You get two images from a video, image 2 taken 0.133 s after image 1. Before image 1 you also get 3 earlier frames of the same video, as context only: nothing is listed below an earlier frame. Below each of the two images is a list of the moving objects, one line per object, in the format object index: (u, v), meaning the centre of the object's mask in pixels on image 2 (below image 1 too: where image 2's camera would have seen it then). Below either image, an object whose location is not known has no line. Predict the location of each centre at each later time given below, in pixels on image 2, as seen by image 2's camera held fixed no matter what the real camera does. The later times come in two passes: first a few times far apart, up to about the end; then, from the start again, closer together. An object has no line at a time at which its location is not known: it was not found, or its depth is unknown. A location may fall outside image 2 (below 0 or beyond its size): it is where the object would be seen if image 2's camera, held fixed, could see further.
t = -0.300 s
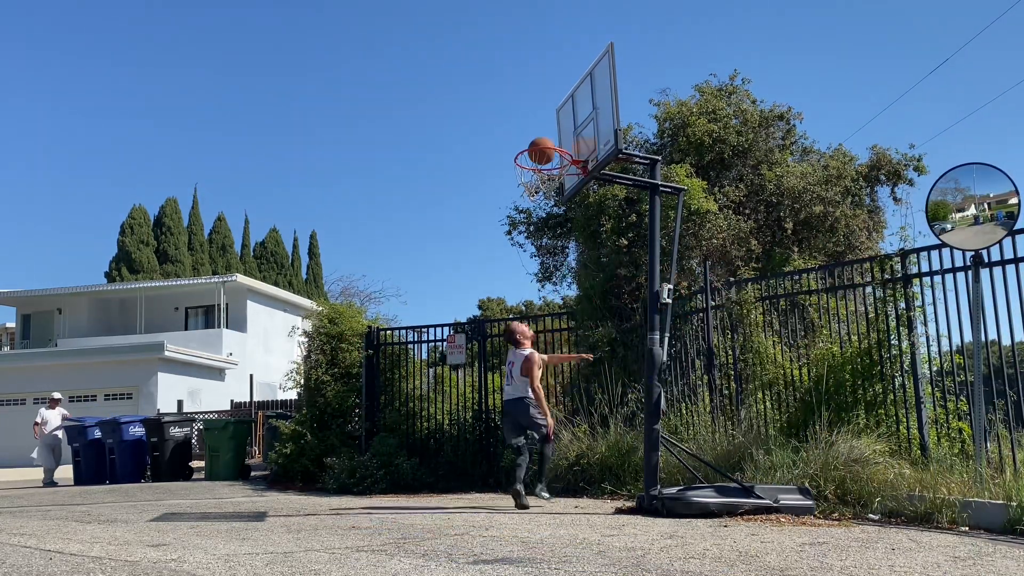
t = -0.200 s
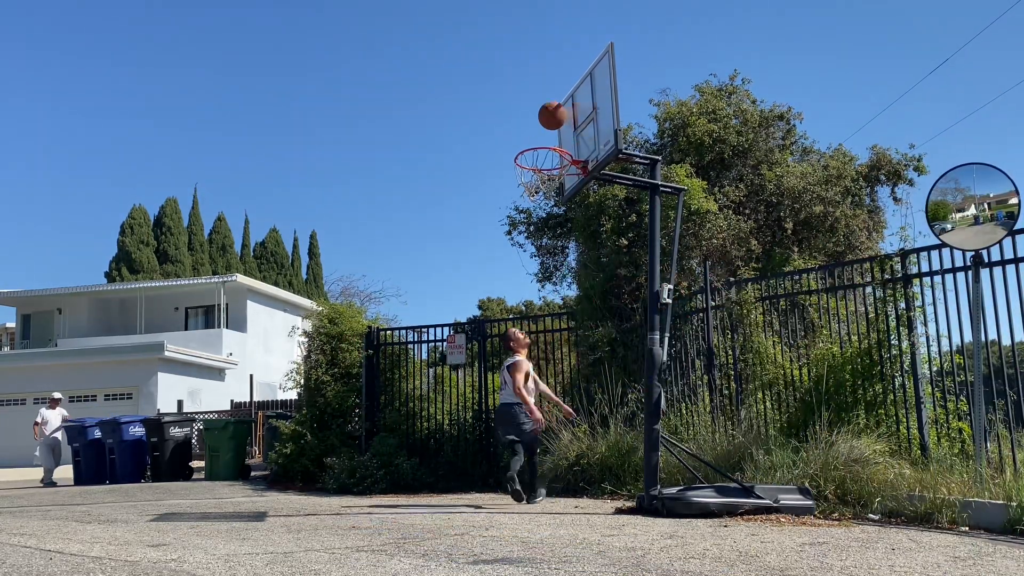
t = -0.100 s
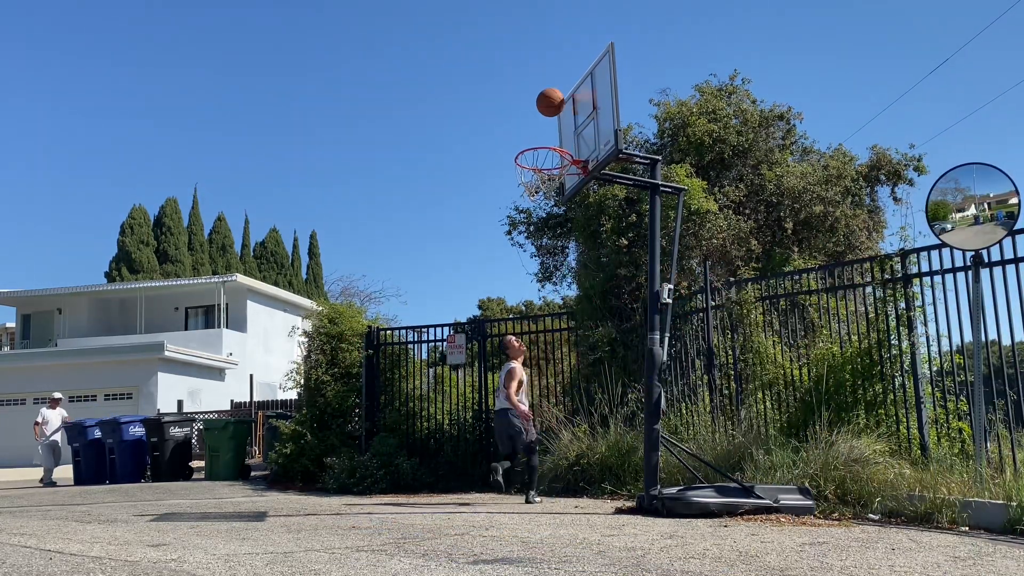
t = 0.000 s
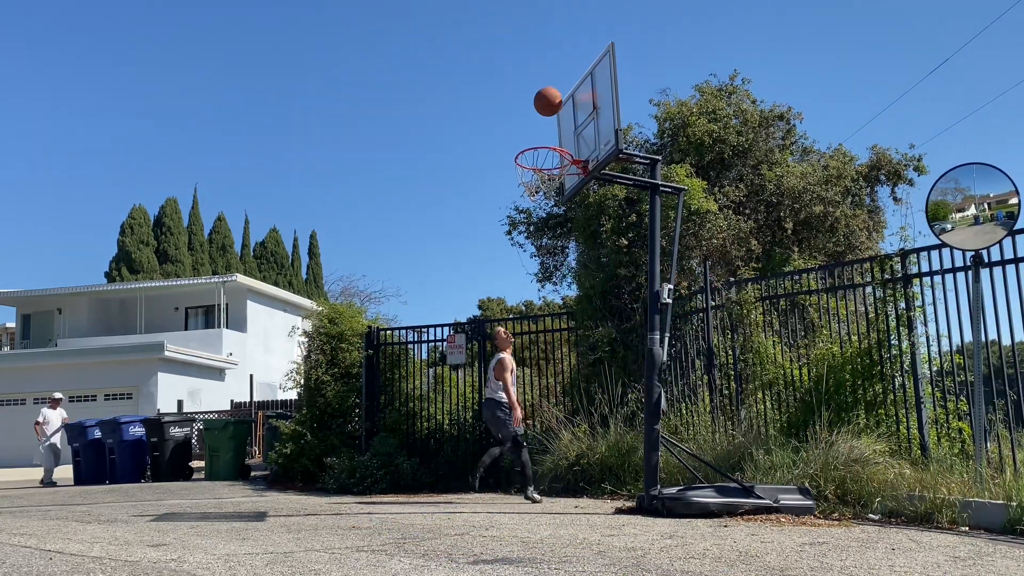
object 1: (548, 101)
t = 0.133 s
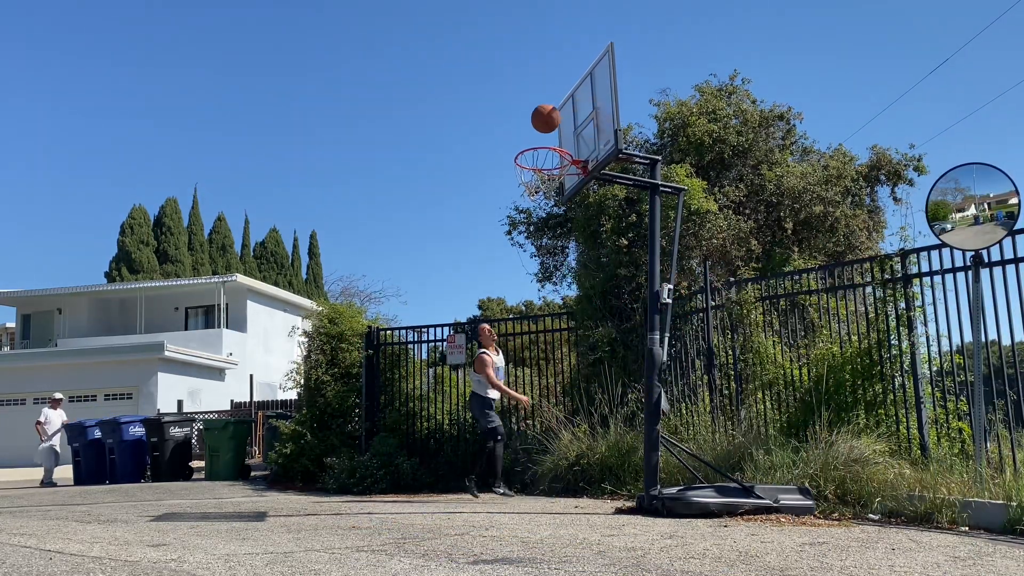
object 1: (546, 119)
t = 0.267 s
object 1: (544, 156)
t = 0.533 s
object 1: (535, 176)
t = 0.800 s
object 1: (540, 200)
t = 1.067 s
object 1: (553, 293)
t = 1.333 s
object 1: (570, 476)
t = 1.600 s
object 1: (585, 375)
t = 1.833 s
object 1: (599, 323)
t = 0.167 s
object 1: (545, 126)
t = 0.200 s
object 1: (544, 133)
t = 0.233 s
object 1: (544, 144)
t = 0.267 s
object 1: (544, 156)
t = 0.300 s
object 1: (543, 156)
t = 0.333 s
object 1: (542, 154)
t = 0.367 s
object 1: (540, 155)
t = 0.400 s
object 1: (539, 156)
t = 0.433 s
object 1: (538, 159)
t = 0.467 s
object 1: (537, 163)
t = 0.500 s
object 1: (536, 169)
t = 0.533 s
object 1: (535, 176)
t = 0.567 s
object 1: (534, 180)
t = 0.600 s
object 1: (535, 181)
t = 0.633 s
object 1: (536, 182)
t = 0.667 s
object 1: (536, 182)
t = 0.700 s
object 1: (537, 184)
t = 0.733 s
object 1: (539, 188)
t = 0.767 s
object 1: (539, 194)
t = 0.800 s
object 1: (540, 200)
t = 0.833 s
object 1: (542, 206)
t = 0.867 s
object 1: (544, 215)
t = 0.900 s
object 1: (546, 224)
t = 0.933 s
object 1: (547, 235)
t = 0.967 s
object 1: (549, 248)
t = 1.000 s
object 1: (550, 262)
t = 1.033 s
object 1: (552, 277)
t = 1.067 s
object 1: (553, 293)
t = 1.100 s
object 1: (555, 311)
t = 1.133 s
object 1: (558, 329)
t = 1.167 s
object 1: (560, 351)
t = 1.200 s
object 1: (561, 372)
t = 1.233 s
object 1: (564, 396)
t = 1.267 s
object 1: (566, 420)
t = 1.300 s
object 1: (569, 447)
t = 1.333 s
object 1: (570, 476)
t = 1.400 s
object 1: (575, 479)
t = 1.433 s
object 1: (576, 458)
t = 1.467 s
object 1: (578, 437)
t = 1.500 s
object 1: (580, 419)
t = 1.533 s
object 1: (581, 404)
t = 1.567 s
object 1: (583, 389)
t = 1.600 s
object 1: (585, 375)
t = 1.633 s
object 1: (587, 364)
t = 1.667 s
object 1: (589, 353)
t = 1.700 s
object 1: (591, 345)
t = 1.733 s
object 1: (593, 338)
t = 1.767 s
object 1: (595, 331)
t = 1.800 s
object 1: (597, 327)
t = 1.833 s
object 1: (599, 323)
